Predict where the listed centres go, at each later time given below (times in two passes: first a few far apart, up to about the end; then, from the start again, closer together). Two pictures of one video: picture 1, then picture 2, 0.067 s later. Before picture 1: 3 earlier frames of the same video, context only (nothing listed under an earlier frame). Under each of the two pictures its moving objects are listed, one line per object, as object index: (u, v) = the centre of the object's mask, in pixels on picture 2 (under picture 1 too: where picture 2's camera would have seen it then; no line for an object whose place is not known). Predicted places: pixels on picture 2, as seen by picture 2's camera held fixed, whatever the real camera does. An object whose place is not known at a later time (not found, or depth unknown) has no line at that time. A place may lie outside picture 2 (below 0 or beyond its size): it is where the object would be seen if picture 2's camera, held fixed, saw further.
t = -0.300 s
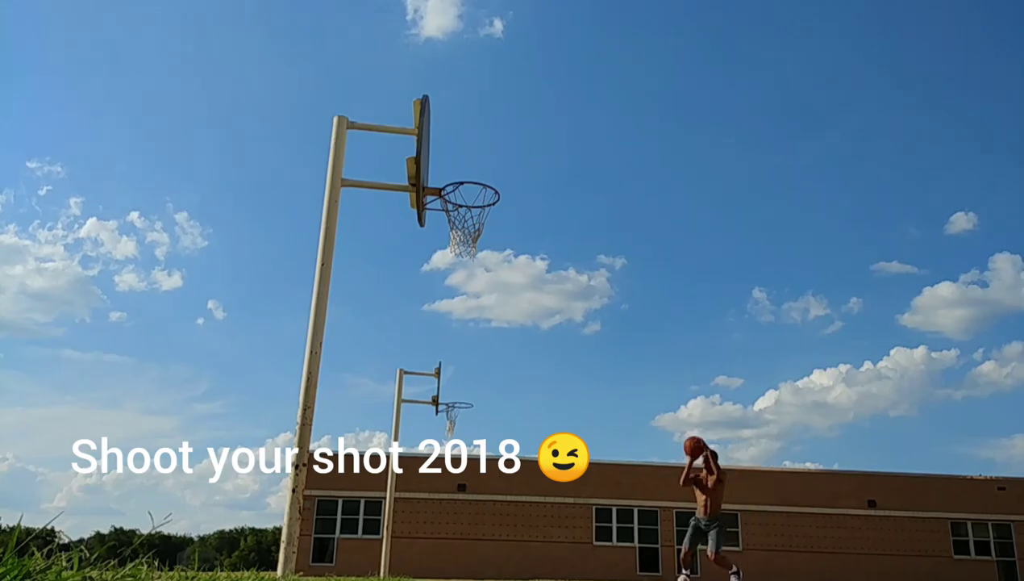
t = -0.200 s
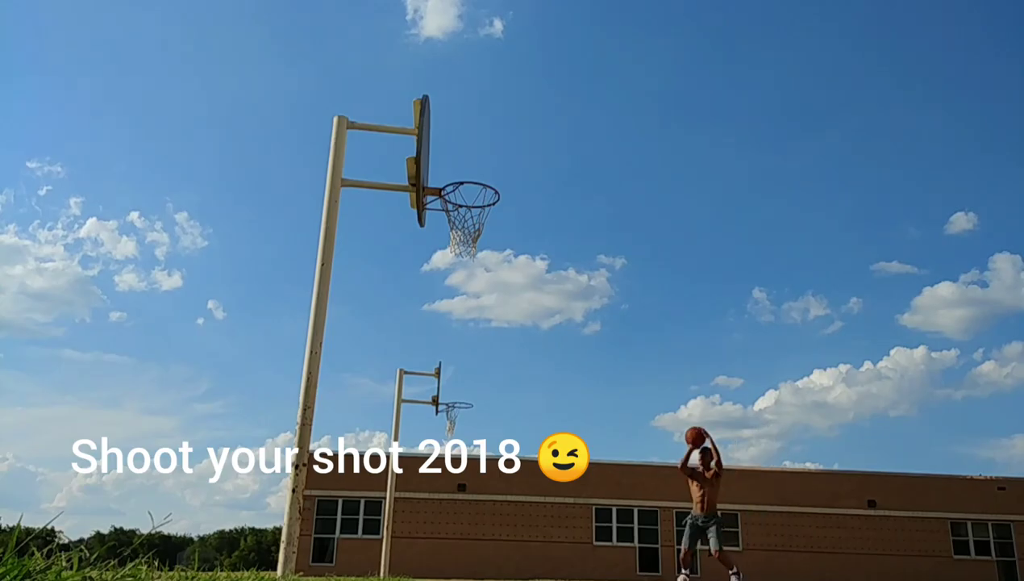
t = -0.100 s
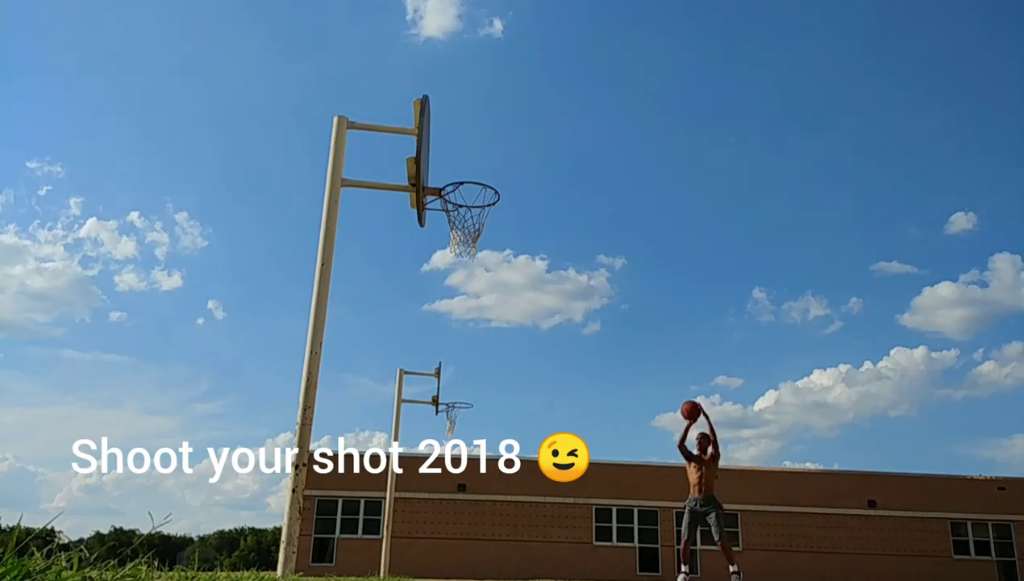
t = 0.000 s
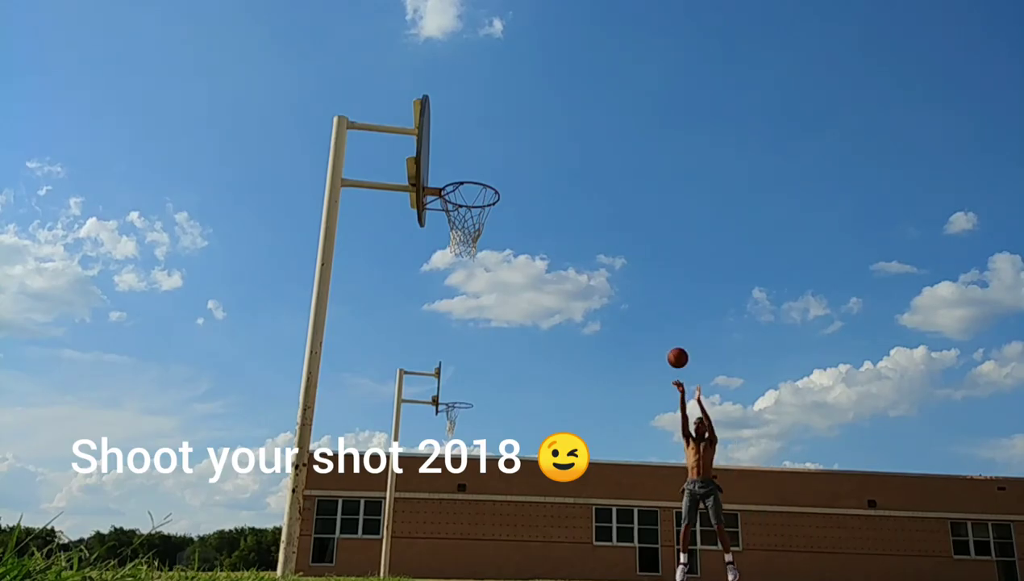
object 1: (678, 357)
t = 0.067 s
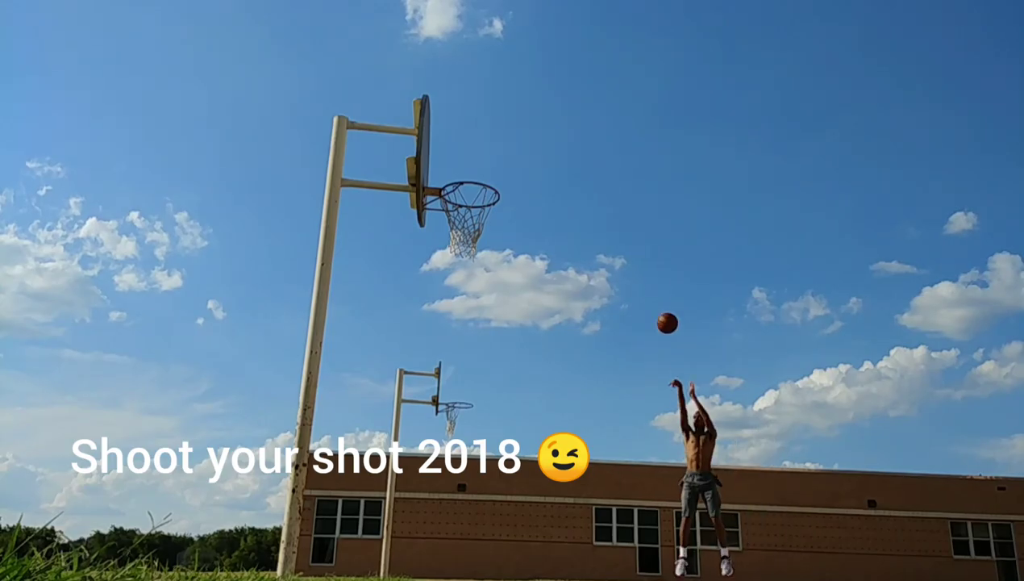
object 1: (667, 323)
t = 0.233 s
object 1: (641, 249)
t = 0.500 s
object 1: (596, 170)
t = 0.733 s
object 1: (551, 143)
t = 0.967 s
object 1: (497, 167)
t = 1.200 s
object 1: (445, 220)
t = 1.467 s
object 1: (418, 286)
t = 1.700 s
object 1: (383, 434)
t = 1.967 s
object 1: (375, 458)
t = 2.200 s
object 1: (398, 344)
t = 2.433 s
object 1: (412, 312)
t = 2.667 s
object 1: (421, 351)
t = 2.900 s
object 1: (425, 462)
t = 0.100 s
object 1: (662, 306)
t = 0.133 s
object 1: (657, 291)
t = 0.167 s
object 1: (652, 276)
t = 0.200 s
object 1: (646, 262)
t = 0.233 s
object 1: (641, 249)
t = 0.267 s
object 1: (635, 237)
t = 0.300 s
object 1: (630, 225)
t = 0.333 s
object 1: (625, 214)
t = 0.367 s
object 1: (619, 203)
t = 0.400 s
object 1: (613, 194)
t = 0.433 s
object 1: (608, 185)
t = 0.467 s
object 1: (602, 177)
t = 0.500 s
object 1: (596, 170)
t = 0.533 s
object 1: (591, 163)
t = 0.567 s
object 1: (584, 158)
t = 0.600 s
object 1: (578, 153)
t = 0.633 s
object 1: (572, 149)
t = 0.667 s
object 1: (565, 146)
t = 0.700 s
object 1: (558, 144)
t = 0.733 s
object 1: (551, 143)
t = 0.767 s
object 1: (544, 143)
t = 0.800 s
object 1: (537, 144)
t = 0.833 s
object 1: (529, 146)
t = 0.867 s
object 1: (522, 150)
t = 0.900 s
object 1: (514, 154)
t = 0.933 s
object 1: (505, 160)
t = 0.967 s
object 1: (497, 167)
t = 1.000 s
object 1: (487, 175)
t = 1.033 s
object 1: (478, 185)
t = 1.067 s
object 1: (468, 196)
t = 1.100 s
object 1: (458, 210)
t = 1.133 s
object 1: (449, 217)
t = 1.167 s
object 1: (449, 217)
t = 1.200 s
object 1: (445, 220)
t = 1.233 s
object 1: (443, 223)
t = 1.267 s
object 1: (440, 227)
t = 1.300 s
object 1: (436, 233)
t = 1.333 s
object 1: (433, 241)
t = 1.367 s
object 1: (430, 250)
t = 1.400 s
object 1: (426, 260)
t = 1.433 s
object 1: (422, 272)
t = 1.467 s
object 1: (418, 286)
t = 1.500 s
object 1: (414, 301)
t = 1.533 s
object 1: (410, 318)
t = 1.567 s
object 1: (405, 337)
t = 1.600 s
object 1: (400, 358)
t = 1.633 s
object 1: (395, 381)
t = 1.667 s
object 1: (389, 406)
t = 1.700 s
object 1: (383, 434)
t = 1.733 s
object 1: (377, 464)
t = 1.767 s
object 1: (370, 497)
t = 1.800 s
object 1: (363, 534)
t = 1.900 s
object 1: (367, 509)
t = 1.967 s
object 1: (375, 458)
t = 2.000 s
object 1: (379, 435)
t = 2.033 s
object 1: (383, 415)
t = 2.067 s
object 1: (386, 397)
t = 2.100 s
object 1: (390, 381)
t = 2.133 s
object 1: (393, 367)
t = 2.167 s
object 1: (396, 355)
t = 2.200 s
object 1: (398, 344)
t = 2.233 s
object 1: (401, 335)
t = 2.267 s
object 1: (403, 327)
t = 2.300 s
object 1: (405, 321)
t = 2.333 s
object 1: (407, 317)
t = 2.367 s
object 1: (409, 314)
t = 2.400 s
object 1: (411, 312)
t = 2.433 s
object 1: (412, 312)
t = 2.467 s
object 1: (414, 313)
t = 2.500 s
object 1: (415, 316)
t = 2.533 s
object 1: (417, 320)
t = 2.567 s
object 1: (418, 326)
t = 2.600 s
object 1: (419, 332)
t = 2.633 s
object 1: (420, 341)
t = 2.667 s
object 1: (421, 351)
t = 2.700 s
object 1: (422, 362)
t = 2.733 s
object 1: (423, 375)
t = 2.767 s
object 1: (423, 389)
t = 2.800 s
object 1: (424, 404)
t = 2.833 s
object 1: (424, 422)
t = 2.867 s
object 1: (425, 441)
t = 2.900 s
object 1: (425, 462)
